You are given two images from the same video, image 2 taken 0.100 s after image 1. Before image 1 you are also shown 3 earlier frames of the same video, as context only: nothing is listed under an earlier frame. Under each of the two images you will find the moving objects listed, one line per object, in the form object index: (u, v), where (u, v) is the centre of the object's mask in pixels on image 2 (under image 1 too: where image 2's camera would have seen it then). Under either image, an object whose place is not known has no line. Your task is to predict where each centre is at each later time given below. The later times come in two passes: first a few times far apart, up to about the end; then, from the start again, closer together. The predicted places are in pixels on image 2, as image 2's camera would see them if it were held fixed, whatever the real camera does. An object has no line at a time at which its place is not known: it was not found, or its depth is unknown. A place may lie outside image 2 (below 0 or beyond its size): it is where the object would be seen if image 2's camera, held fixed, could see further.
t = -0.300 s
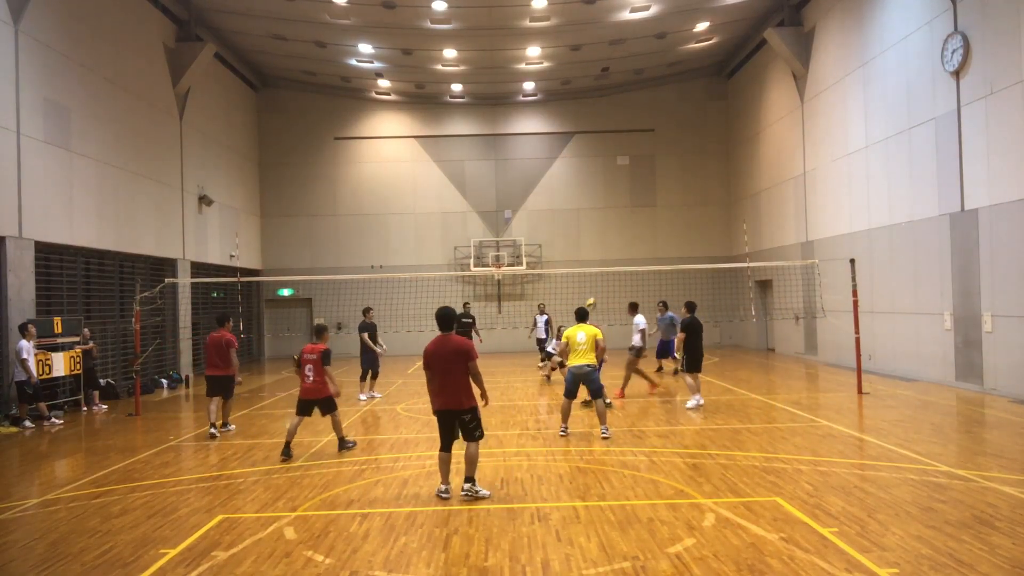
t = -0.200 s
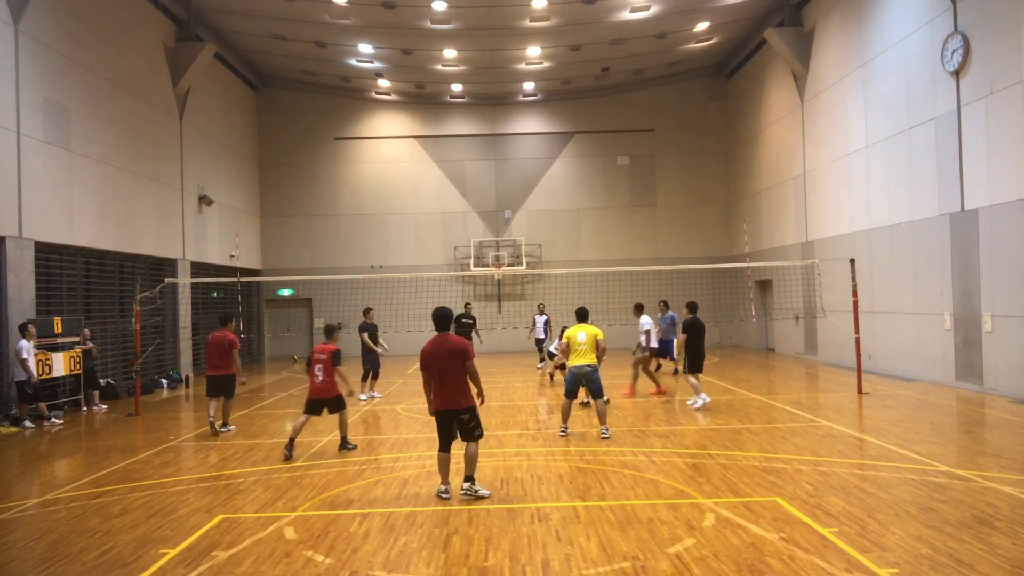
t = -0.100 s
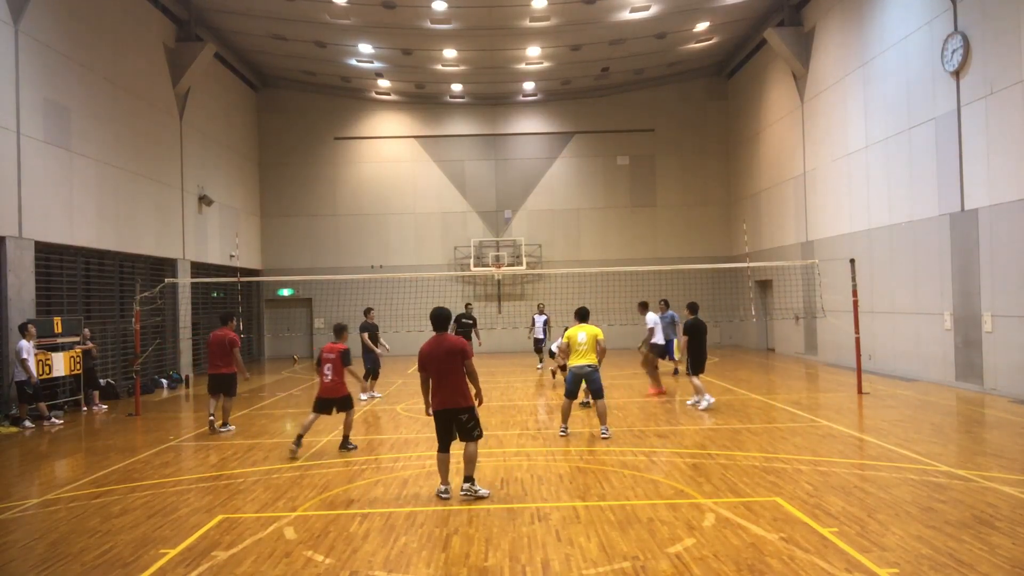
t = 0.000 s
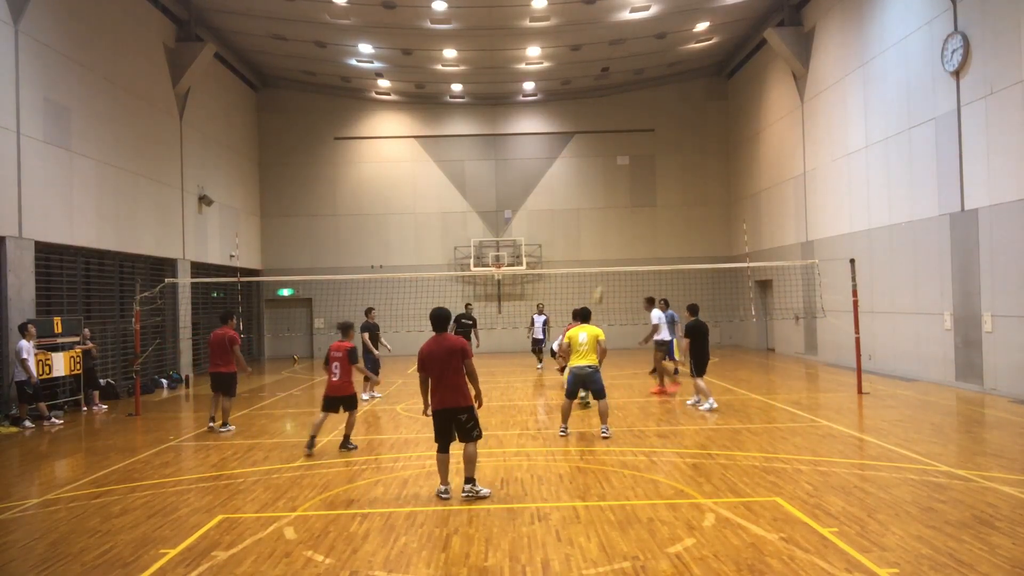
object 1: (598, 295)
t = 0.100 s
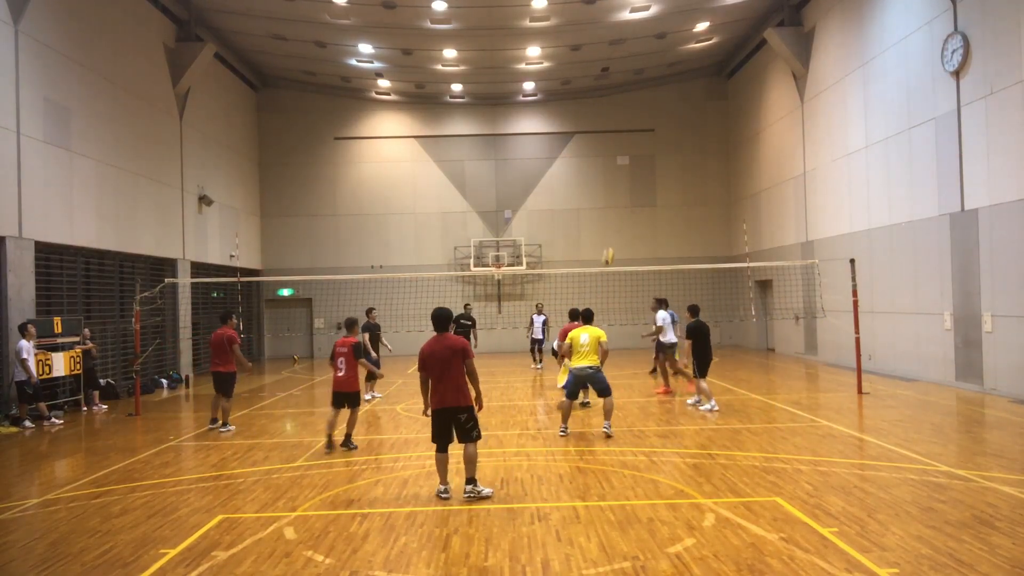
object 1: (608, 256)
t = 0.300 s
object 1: (631, 187)
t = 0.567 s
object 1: (664, 120)
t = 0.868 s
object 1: (715, 86)
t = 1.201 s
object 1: (790, 132)
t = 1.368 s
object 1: (838, 206)
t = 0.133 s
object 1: (611, 244)
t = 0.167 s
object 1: (615, 232)
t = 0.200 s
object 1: (618, 220)
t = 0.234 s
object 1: (622, 208)
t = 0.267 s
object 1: (627, 198)
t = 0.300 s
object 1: (631, 187)
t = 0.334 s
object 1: (635, 178)
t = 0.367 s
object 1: (639, 168)
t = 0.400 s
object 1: (642, 158)
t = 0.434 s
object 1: (646, 150)
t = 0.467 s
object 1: (650, 142)
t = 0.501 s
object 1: (655, 134)
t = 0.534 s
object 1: (659, 127)
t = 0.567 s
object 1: (664, 120)
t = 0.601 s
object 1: (669, 114)
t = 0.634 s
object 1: (674, 108)
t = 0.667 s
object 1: (680, 103)
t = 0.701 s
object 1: (685, 98)
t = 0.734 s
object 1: (691, 94)
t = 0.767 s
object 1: (697, 90)
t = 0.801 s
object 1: (703, 88)
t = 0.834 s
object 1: (709, 87)
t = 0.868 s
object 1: (715, 86)
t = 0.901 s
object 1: (722, 87)
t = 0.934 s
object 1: (729, 88)
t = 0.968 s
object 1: (736, 89)
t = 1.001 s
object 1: (742, 92)
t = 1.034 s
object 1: (749, 96)
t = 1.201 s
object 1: (790, 132)
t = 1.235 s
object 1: (799, 144)
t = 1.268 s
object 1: (810, 158)
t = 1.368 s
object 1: (838, 206)
